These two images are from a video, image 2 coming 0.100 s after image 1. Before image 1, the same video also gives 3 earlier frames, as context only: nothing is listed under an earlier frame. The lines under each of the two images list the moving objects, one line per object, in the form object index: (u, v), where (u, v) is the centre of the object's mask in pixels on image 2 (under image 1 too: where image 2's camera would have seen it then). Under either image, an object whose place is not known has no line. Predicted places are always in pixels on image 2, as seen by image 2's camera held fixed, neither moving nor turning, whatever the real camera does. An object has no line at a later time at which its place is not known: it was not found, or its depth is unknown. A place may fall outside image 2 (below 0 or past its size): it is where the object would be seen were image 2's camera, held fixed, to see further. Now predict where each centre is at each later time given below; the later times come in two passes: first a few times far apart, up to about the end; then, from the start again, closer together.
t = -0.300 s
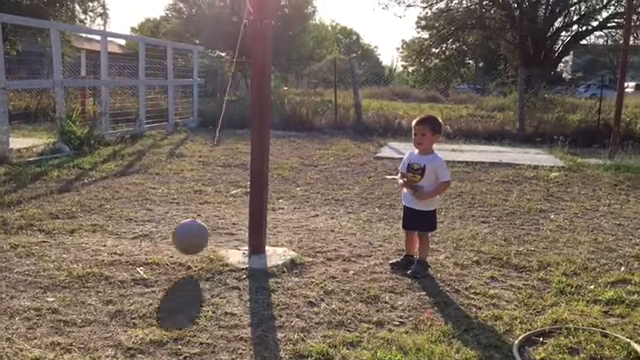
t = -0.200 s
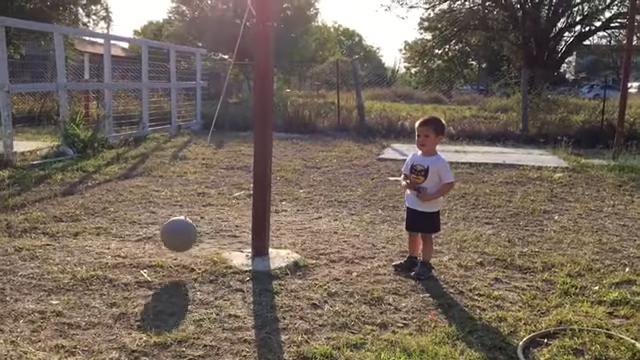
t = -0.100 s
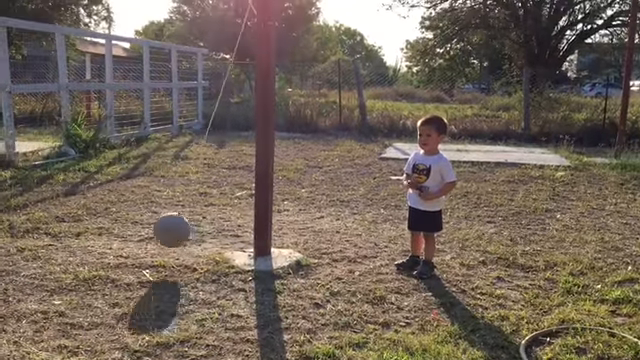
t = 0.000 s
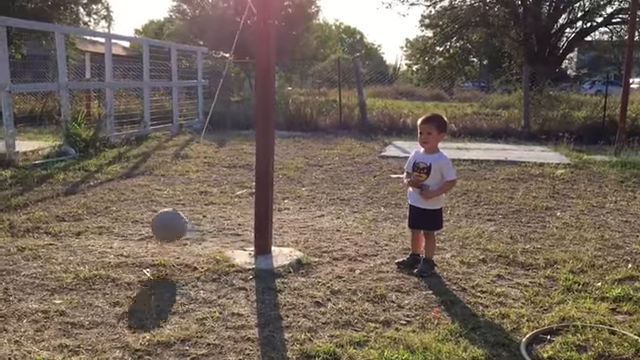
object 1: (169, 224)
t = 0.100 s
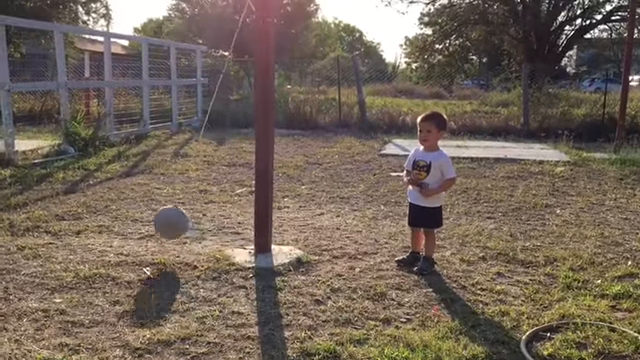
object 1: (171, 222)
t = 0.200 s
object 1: (178, 221)
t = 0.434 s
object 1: (213, 223)
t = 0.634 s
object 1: (246, 224)
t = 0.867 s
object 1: (298, 221)
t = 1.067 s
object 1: (325, 219)
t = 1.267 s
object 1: (333, 221)
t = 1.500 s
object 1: (314, 230)
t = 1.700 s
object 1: (281, 236)
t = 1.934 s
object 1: (288, 234)
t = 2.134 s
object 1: (289, 234)
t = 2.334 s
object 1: (285, 235)
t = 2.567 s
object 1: (301, 233)
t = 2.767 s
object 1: (307, 229)
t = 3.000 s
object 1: (298, 226)
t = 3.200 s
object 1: (282, 225)
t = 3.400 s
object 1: (246, 225)
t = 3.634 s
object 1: (223, 226)
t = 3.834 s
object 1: (206, 228)
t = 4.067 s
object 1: (202, 232)
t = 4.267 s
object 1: (215, 238)
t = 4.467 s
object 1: (238, 241)
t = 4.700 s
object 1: (270, 242)
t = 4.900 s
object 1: (289, 238)
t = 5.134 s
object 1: (294, 234)
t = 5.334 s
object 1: (291, 231)
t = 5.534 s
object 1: (296, 228)
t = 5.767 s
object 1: (291, 231)
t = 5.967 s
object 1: (291, 233)
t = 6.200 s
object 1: (288, 237)
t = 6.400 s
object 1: (284, 238)
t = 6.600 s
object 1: (272, 240)
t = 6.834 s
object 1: (258, 241)
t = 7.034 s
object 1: (244, 241)
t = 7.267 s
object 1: (232, 238)
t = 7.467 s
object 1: (228, 235)
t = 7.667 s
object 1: (232, 232)
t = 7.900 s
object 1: (242, 228)
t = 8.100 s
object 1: (249, 227)
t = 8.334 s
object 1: (279, 228)
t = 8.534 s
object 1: (282, 230)
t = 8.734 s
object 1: (288, 230)
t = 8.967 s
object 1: (288, 231)
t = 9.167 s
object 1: (289, 231)
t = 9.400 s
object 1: (287, 231)
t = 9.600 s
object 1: (286, 231)
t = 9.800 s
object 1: (282, 230)
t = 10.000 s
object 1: (277, 230)
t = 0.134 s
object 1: (173, 222)
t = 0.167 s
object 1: (176, 222)
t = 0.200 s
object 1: (178, 221)
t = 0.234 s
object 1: (182, 221)
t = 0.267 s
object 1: (186, 221)
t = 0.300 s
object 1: (190, 222)
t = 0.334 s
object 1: (196, 222)
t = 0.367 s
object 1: (202, 222)
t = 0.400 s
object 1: (207, 223)
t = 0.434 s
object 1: (213, 223)
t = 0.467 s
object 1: (220, 223)
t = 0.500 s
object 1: (226, 223)
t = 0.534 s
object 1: (233, 223)
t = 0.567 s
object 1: (239, 224)
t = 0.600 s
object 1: (243, 224)
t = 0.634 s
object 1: (246, 224)
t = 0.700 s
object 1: (276, 223)
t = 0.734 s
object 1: (279, 224)
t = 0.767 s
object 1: (282, 223)
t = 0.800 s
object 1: (286, 223)
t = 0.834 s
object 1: (292, 222)
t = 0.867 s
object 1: (298, 221)
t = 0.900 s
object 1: (303, 221)
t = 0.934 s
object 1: (308, 221)
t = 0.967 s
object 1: (313, 220)
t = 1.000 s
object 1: (318, 220)
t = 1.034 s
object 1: (321, 220)
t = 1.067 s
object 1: (325, 219)
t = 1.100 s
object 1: (327, 219)
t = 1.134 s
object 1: (329, 219)
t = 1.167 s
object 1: (331, 219)
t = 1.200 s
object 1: (332, 220)
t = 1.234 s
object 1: (333, 220)
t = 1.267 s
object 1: (333, 221)
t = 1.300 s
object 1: (332, 222)
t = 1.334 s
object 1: (331, 223)
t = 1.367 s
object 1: (329, 224)
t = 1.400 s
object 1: (326, 226)
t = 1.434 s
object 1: (323, 227)
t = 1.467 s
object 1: (320, 228)
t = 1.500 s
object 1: (314, 230)
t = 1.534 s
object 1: (310, 231)
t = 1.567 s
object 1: (304, 233)
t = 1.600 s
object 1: (298, 234)
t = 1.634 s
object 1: (292, 235)
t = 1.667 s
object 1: (286, 235)
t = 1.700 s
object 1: (281, 236)
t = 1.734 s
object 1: (282, 236)
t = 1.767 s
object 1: (283, 236)
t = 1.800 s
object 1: (285, 235)
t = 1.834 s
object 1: (286, 235)
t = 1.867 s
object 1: (287, 235)
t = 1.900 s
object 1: (288, 234)
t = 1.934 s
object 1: (288, 234)
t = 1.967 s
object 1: (289, 234)
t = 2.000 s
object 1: (289, 234)
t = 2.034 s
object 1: (290, 234)
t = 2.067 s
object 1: (290, 234)
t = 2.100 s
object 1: (290, 234)
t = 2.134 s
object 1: (289, 234)
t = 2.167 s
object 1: (289, 234)
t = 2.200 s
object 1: (289, 235)
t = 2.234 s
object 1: (288, 235)
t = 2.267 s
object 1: (287, 236)
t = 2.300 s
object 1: (286, 236)
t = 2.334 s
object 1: (285, 235)
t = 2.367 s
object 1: (283, 235)
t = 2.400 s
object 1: (286, 235)
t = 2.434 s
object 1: (290, 235)
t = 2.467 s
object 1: (293, 234)
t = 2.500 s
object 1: (296, 234)
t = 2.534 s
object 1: (299, 233)
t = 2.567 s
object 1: (301, 233)
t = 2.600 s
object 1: (303, 232)
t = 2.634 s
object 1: (305, 231)
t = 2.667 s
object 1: (306, 230)
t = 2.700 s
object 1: (307, 229)
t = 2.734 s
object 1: (307, 229)
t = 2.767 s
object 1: (307, 229)
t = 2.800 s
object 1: (307, 228)
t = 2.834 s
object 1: (306, 228)
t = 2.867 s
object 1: (305, 228)
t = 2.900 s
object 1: (304, 227)
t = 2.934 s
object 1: (302, 226)
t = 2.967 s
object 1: (300, 226)
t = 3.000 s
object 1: (298, 226)
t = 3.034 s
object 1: (296, 225)
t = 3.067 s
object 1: (291, 225)
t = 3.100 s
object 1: (289, 224)
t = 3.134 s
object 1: (286, 225)
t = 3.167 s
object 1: (284, 224)
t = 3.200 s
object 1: (282, 225)
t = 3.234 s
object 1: (279, 225)
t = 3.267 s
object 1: (277, 225)
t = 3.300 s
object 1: (274, 223)
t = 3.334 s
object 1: (249, 225)
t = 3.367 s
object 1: (247, 225)
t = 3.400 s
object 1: (246, 225)
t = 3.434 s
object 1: (244, 225)
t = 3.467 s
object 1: (241, 225)
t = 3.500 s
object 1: (238, 225)
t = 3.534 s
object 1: (234, 225)
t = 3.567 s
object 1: (231, 225)
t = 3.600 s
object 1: (227, 225)
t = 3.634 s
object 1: (223, 226)
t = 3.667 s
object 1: (219, 226)
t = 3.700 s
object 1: (216, 226)
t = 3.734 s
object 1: (213, 226)
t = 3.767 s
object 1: (210, 226)
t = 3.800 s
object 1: (208, 227)
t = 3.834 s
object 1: (206, 228)
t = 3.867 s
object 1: (204, 228)
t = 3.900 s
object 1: (203, 229)
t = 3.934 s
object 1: (203, 229)
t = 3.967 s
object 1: (202, 230)
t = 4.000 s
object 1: (202, 231)
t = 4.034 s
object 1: (202, 231)
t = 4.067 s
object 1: (202, 232)
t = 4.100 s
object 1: (203, 233)
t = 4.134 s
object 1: (205, 234)
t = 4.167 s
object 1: (207, 235)
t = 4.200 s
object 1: (209, 236)
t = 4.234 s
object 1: (212, 237)
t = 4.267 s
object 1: (215, 238)
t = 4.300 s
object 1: (218, 239)
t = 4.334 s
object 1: (222, 240)
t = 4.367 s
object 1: (226, 240)
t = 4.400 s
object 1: (230, 240)
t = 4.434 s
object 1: (234, 241)
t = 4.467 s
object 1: (238, 241)
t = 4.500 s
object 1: (243, 242)
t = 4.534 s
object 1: (248, 242)
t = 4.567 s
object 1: (253, 243)
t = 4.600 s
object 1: (257, 242)
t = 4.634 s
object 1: (262, 242)
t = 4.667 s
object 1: (266, 242)
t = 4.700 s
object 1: (270, 242)
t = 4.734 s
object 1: (274, 241)
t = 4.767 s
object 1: (278, 240)
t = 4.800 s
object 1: (281, 240)
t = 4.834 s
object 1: (285, 239)
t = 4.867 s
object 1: (287, 238)
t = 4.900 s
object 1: (289, 238)
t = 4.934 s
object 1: (291, 237)
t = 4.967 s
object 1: (293, 236)
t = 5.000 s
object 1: (293, 236)
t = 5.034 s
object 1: (294, 235)
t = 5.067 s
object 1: (294, 235)
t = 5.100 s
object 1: (294, 234)
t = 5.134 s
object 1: (294, 234)
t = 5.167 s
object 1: (293, 234)
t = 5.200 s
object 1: (292, 234)
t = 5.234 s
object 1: (291, 233)
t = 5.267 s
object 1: (289, 233)
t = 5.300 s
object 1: (290, 232)
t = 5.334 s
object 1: (291, 231)
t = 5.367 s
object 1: (293, 230)
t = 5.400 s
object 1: (295, 229)
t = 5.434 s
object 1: (295, 229)
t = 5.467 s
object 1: (296, 228)
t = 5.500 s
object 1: (296, 229)
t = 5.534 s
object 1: (296, 228)
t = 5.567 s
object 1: (295, 228)
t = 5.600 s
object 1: (294, 229)
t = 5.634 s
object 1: (292, 229)
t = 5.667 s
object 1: (291, 230)
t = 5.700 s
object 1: (288, 231)
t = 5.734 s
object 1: (289, 231)
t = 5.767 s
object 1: (291, 231)
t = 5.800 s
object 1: (292, 231)
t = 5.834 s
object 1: (292, 231)
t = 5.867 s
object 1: (292, 231)
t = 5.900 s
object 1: (292, 231)
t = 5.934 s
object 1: (292, 232)
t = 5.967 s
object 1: (291, 233)
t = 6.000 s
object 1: (290, 234)
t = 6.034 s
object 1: (289, 234)
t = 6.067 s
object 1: (288, 235)
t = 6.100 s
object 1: (286, 236)
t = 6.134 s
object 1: (286, 236)
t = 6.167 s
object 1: (287, 236)
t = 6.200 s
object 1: (288, 237)
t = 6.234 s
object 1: (288, 237)
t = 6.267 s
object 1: (288, 237)
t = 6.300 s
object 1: (287, 237)
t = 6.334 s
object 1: (287, 237)
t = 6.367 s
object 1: (285, 238)
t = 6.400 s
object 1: (284, 238)
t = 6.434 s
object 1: (282, 239)
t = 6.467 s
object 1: (280, 239)
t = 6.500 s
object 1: (277, 239)
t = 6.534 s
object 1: (275, 240)
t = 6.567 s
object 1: (274, 240)
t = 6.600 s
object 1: (272, 240)
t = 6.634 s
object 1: (271, 241)
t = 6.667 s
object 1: (269, 241)
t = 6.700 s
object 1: (267, 241)
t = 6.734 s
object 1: (265, 241)
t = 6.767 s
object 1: (262, 241)
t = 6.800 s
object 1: (260, 241)
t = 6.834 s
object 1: (258, 241)
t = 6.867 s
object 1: (255, 241)
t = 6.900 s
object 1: (254, 242)
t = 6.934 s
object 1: (251, 242)
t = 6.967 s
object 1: (248, 241)
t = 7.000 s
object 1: (247, 241)
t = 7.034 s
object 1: (244, 241)
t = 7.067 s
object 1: (242, 241)
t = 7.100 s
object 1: (240, 240)
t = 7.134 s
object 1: (238, 240)
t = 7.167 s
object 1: (236, 240)
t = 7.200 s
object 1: (235, 239)
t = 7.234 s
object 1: (233, 239)
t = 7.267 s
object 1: (232, 238)
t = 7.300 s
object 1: (231, 238)
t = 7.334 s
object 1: (230, 237)
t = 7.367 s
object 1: (229, 237)
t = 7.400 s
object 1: (229, 237)
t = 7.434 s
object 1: (229, 236)
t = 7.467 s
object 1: (228, 235)
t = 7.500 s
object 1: (229, 235)
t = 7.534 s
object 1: (229, 234)
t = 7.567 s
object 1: (230, 233)
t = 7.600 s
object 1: (230, 233)
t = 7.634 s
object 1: (231, 232)
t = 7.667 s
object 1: (232, 232)
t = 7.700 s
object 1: (233, 231)
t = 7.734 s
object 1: (235, 230)
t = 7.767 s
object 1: (236, 230)
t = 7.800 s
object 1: (238, 229)
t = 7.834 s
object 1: (239, 229)
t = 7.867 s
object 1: (241, 228)
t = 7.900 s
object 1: (242, 228)
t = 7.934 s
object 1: (243, 228)
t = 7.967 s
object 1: (244, 227)
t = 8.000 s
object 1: (245, 227)
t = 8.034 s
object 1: (246, 227)
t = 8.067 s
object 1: (248, 227)
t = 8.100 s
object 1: (249, 227)
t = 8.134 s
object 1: (249, 228)
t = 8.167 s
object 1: (250, 227)
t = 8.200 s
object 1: (275, 227)
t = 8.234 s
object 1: (276, 227)
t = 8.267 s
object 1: (277, 227)
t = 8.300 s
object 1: (278, 227)
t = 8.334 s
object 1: (279, 228)
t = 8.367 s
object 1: (279, 228)
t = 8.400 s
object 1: (280, 228)
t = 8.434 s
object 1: (281, 229)
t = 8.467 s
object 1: (281, 229)
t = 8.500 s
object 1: (282, 229)
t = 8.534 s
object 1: (282, 230)
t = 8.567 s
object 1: (283, 230)
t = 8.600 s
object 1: (284, 230)
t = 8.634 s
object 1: (285, 230)
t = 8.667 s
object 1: (287, 230)
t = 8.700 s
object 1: (288, 230)
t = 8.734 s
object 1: (288, 230)
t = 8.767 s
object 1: (289, 230)
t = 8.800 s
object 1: (289, 230)
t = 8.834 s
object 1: (289, 230)
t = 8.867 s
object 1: (289, 231)
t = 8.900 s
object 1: (290, 231)
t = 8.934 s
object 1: (289, 231)
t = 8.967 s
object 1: (288, 231)
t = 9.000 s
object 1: (288, 232)
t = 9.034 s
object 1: (288, 232)
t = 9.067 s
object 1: (288, 232)
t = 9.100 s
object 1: (289, 232)
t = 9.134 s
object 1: (289, 231)
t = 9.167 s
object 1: (289, 231)
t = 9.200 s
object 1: (289, 231)
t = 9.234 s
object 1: (288, 231)
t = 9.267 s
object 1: (288, 231)
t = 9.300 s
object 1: (287, 231)
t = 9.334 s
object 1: (287, 231)
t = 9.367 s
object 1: (287, 231)
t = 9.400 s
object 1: (287, 231)
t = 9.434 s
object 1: (287, 231)
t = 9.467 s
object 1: (287, 231)
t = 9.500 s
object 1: (286, 231)
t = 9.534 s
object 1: (286, 231)
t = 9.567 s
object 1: (286, 231)
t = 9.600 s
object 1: (286, 231)
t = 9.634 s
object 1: (286, 230)
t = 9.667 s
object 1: (285, 230)
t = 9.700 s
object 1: (283, 230)
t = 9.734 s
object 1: (283, 230)
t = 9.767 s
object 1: (282, 230)
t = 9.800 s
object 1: (282, 230)
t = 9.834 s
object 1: (281, 230)
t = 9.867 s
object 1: (280, 230)
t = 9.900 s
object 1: (279, 230)
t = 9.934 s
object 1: (278, 230)
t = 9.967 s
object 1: (278, 230)
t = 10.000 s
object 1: (277, 230)
